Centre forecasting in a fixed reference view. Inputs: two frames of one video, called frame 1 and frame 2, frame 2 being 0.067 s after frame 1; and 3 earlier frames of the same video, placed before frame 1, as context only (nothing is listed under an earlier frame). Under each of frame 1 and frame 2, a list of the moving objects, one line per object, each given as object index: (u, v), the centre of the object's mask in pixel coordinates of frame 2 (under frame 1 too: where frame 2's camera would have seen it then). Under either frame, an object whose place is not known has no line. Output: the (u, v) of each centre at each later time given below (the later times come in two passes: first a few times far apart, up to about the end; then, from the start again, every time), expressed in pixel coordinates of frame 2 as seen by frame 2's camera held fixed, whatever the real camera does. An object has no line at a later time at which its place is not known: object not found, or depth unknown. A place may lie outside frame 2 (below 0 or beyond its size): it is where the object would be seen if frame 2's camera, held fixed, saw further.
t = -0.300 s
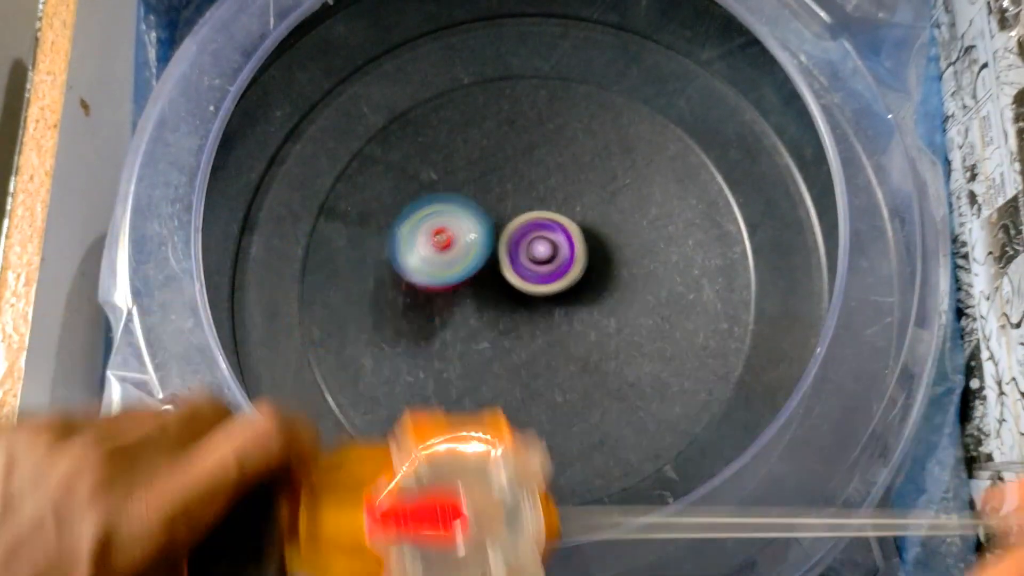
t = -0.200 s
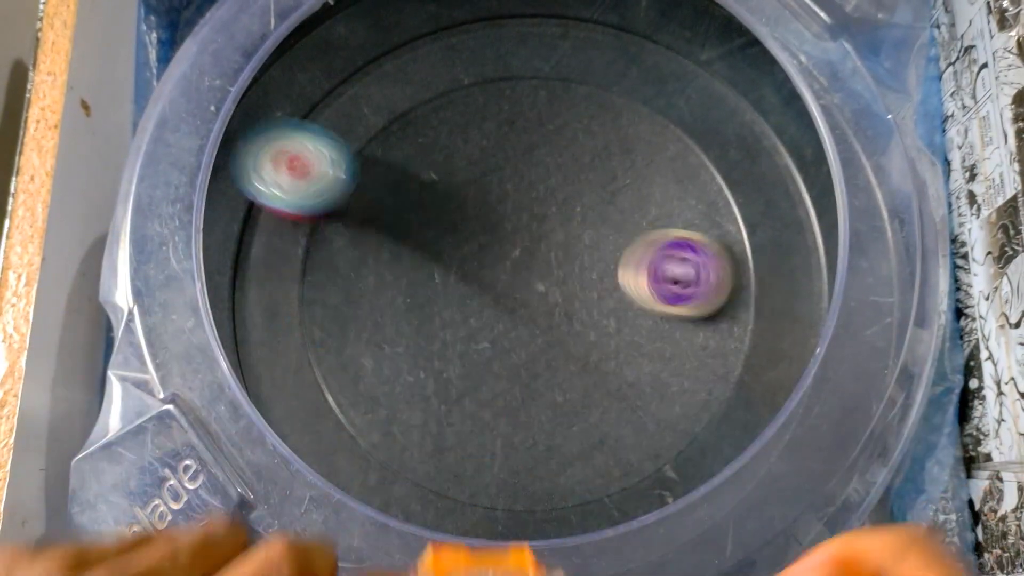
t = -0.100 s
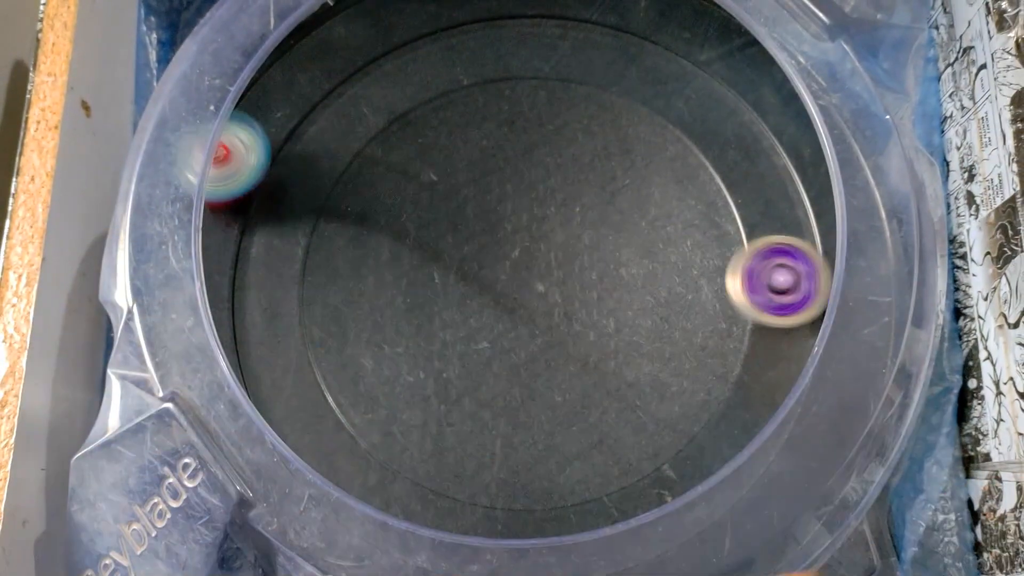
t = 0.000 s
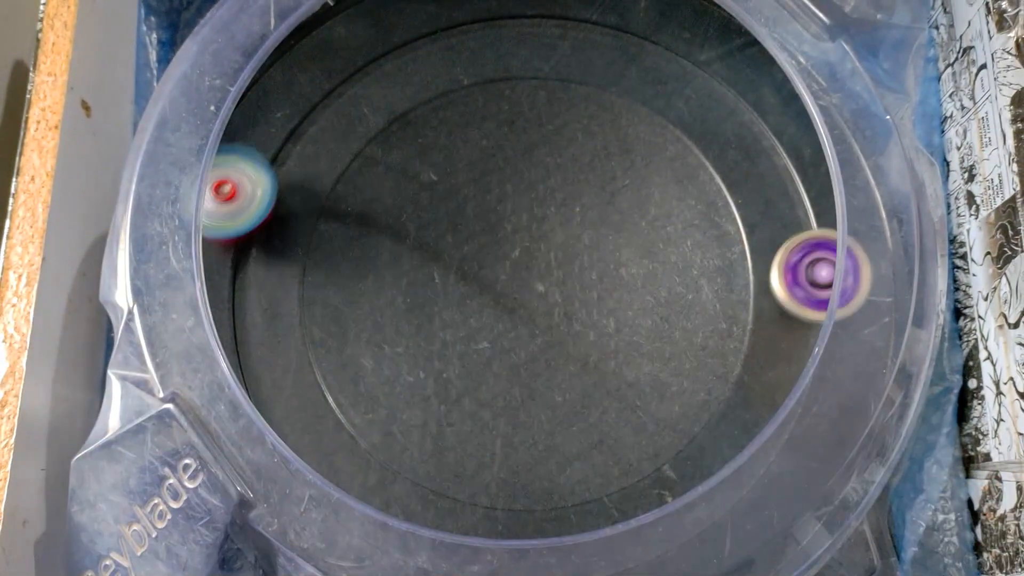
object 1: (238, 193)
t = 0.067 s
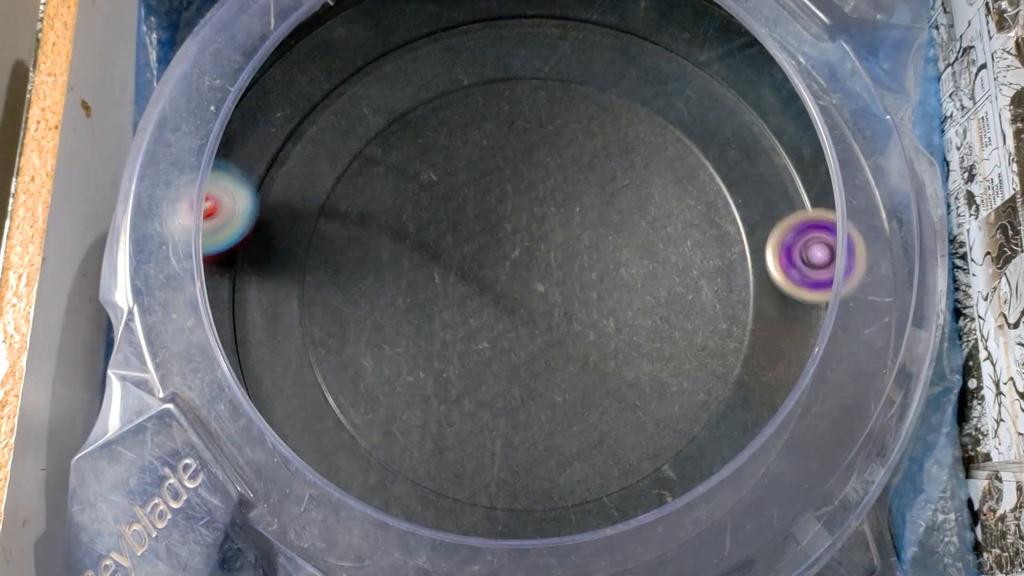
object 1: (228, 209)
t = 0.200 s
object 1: (222, 238)
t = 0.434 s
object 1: (231, 295)
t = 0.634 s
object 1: (283, 355)
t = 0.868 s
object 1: (468, 396)
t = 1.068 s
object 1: (672, 280)
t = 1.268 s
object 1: (594, 97)
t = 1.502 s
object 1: (387, 148)
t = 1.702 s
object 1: (410, 352)
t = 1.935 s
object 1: (648, 369)
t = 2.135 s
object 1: (665, 193)
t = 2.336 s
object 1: (484, 150)
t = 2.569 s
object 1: (409, 309)
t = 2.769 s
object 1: (496, 386)
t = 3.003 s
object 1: (618, 276)
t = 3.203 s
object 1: (546, 171)
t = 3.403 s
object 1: (470, 221)
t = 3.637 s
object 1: (628, 233)
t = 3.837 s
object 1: (683, 159)
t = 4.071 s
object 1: (607, 139)
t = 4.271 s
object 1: (530, 200)
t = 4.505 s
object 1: (530, 343)
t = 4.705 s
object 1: (600, 365)
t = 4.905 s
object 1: (626, 315)
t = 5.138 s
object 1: (514, 277)
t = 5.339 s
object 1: (450, 334)
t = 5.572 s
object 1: (553, 382)
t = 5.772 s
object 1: (624, 298)
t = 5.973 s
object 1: (609, 246)
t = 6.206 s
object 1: (514, 258)
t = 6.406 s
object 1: (482, 318)
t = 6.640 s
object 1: (513, 366)
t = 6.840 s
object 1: (534, 345)
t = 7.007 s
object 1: (519, 310)
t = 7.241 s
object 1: (486, 272)
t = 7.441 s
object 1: (478, 260)
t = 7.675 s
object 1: (489, 249)
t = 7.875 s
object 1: (511, 246)
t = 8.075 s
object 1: (532, 246)
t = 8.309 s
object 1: (547, 261)
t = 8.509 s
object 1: (554, 283)
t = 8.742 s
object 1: (555, 298)
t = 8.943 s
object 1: (545, 303)
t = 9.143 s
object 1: (533, 317)
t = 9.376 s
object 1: (543, 326)
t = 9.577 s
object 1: (531, 295)
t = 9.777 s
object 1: (536, 339)
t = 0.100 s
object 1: (220, 215)
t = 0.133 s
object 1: (220, 223)
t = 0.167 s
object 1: (221, 231)
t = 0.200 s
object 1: (222, 238)
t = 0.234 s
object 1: (222, 245)
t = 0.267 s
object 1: (222, 252)
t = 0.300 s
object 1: (223, 260)
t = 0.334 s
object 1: (224, 270)
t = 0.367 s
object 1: (226, 278)
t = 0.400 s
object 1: (228, 287)
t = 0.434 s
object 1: (231, 295)
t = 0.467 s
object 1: (235, 303)
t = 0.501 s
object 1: (242, 314)
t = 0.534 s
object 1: (252, 328)
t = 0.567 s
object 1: (262, 339)
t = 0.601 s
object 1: (272, 347)
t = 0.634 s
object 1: (283, 355)
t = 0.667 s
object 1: (296, 360)
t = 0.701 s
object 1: (313, 366)
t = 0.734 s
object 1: (334, 373)
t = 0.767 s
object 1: (360, 381)
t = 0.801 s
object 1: (390, 388)
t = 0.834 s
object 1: (426, 394)
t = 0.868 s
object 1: (468, 396)
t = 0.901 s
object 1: (512, 395)
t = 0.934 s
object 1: (557, 385)
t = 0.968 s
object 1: (597, 367)
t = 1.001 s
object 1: (632, 342)
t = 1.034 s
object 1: (656, 313)
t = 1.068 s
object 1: (672, 280)
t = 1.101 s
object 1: (678, 246)
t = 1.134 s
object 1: (676, 211)
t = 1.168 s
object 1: (665, 176)
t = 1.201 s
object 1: (647, 146)
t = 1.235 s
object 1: (622, 118)
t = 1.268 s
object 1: (594, 97)
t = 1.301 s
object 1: (561, 81)
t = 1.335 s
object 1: (527, 74)
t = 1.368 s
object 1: (493, 74)
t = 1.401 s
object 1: (461, 83)
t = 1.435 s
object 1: (431, 100)
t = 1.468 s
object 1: (407, 121)
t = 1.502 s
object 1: (387, 148)
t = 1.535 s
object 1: (374, 178)
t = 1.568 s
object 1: (367, 211)
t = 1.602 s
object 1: (366, 247)
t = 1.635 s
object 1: (372, 284)
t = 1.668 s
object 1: (386, 319)
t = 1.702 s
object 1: (410, 352)
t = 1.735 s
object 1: (439, 378)
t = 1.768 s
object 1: (473, 397)
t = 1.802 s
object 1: (511, 408)
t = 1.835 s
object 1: (550, 410)
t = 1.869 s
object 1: (588, 403)
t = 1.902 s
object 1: (621, 389)
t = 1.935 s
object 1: (648, 369)
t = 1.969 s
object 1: (668, 344)
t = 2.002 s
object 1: (682, 316)
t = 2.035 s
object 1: (689, 284)
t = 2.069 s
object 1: (689, 252)
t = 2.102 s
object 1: (680, 220)
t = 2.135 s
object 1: (665, 193)
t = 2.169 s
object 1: (642, 168)
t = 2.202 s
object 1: (613, 149)
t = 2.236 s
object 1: (582, 139)
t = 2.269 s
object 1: (549, 136)
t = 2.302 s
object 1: (516, 139)
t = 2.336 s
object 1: (484, 150)
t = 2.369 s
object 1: (457, 166)
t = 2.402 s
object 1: (434, 186)
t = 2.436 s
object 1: (416, 208)
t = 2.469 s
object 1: (405, 232)
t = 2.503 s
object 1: (401, 257)
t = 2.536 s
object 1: (402, 283)
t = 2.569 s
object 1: (409, 309)
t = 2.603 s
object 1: (421, 333)
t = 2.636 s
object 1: (430, 351)
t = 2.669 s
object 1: (440, 362)
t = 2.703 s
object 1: (456, 372)
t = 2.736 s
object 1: (474, 380)
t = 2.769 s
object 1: (496, 386)
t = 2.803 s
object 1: (521, 387)
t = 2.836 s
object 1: (548, 383)
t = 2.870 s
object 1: (573, 371)
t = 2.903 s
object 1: (595, 354)
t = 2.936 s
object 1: (610, 332)
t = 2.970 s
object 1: (618, 306)
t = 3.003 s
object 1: (618, 276)
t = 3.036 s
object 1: (611, 248)
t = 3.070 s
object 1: (594, 223)
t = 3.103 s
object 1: (574, 203)
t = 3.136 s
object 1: (550, 189)
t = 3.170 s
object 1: (549, 176)
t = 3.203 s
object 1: (546, 171)
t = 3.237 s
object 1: (538, 171)
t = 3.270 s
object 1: (526, 175)
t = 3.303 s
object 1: (514, 182)
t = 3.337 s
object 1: (500, 190)
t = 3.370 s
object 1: (485, 203)
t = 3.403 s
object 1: (470, 221)
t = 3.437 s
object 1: (460, 243)
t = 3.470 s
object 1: (454, 269)
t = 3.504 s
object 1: (459, 293)
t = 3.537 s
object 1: (505, 283)
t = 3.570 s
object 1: (554, 267)
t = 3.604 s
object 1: (595, 250)
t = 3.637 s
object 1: (628, 233)
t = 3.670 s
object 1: (654, 217)
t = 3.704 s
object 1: (673, 203)
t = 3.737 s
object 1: (684, 190)
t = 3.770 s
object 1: (688, 178)
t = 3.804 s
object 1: (687, 169)
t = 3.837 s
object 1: (683, 159)
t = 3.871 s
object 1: (676, 151)
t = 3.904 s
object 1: (667, 146)
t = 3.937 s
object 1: (656, 141)
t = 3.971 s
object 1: (644, 137)
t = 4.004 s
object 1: (632, 136)
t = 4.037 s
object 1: (620, 137)
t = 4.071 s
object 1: (607, 139)
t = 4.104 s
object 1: (596, 141)
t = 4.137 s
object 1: (583, 144)
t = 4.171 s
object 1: (569, 152)
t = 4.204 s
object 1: (556, 164)
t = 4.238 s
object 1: (542, 181)
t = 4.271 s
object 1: (530, 200)
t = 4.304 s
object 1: (520, 222)
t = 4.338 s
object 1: (513, 243)
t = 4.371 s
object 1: (511, 265)
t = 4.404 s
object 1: (511, 287)
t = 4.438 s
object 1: (515, 309)
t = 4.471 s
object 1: (522, 327)
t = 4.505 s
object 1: (530, 343)
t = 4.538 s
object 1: (541, 354)
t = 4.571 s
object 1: (552, 363)
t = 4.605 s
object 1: (564, 368)
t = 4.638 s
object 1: (576, 370)
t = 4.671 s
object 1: (589, 369)
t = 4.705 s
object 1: (600, 365)
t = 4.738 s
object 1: (611, 358)
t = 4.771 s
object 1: (620, 350)
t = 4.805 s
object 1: (627, 343)
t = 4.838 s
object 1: (631, 336)
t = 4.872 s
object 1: (630, 326)
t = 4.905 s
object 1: (626, 315)
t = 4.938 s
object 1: (618, 303)
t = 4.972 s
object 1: (606, 292)
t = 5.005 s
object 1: (590, 283)
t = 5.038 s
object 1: (571, 277)
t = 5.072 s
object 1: (552, 275)
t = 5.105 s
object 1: (533, 275)
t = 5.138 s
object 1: (514, 277)
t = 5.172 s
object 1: (497, 282)
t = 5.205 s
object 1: (482, 289)
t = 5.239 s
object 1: (469, 298)
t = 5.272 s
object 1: (460, 308)
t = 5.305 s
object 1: (453, 320)
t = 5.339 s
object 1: (450, 334)
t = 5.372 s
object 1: (457, 352)
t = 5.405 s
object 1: (469, 369)
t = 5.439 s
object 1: (484, 382)
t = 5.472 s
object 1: (499, 388)
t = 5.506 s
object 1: (517, 391)
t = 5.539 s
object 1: (533, 388)
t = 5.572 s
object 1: (553, 382)
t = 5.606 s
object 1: (576, 379)
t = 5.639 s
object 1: (597, 372)
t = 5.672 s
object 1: (611, 358)
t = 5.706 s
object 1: (619, 339)
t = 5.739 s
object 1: (623, 318)
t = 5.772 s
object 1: (624, 298)
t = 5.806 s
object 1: (626, 286)
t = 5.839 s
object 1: (629, 281)
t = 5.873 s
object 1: (628, 274)
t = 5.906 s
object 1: (624, 265)
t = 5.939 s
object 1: (617, 254)
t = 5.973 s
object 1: (609, 246)
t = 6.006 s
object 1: (598, 240)
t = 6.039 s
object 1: (585, 237)
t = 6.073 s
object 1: (570, 236)
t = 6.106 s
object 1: (556, 238)
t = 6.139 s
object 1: (541, 243)
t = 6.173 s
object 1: (527, 250)
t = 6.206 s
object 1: (514, 258)
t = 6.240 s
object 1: (504, 267)
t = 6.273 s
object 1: (495, 278)
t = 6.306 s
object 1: (489, 288)
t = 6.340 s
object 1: (485, 298)
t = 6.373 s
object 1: (482, 308)
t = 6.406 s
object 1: (482, 318)
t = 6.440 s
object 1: (482, 328)
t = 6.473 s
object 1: (484, 338)
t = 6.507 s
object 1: (487, 346)
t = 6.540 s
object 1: (492, 354)
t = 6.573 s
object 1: (498, 360)
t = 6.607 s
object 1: (505, 364)
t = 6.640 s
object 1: (513, 366)
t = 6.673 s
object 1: (521, 365)
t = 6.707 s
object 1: (529, 361)
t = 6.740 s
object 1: (536, 356)
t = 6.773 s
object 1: (535, 354)
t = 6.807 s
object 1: (535, 350)
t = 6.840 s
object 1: (534, 345)
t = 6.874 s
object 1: (531, 339)
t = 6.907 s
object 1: (529, 331)
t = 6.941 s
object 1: (526, 323)
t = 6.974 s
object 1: (523, 317)
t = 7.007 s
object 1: (519, 310)
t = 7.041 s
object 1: (515, 304)
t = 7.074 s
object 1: (509, 297)
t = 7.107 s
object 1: (505, 291)
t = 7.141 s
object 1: (499, 284)
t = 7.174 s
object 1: (494, 279)
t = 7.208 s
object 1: (490, 276)
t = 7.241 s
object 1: (486, 272)
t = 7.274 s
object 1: (484, 269)
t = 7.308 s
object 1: (482, 267)
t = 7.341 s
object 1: (481, 265)
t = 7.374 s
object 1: (479, 263)
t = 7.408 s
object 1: (478, 261)
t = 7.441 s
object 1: (478, 260)
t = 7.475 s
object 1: (479, 258)
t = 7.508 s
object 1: (479, 256)
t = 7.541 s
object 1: (480, 254)
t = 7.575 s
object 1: (482, 253)
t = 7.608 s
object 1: (484, 251)
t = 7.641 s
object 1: (486, 250)
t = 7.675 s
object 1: (489, 249)
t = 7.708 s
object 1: (492, 249)
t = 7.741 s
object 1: (496, 248)
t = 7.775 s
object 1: (500, 247)
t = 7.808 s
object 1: (503, 246)
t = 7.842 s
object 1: (507, 246)
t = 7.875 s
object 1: (511, 246)
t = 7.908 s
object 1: (516, 246)
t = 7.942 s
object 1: (519, 246)
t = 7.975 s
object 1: (523, 246)
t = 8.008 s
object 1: (526, 245)
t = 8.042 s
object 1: (529, 245)
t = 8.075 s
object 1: (532, 246)
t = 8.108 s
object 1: (535, 247)
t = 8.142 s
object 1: (537, 248)
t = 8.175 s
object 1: (539, 249)
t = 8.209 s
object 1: (542, 252)
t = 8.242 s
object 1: (544, 254)
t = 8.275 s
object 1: (545, 257)
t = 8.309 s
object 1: (547, 261)
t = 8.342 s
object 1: (548, 264)
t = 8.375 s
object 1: (550, 268)
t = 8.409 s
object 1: (551, 272)
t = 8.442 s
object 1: (552, 276)
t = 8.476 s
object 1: (553, 279)
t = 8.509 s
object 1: (554, 283)
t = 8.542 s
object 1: (554, 286)
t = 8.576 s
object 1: (555, 288)
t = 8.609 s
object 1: (555, 291)
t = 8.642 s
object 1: (556, 294)
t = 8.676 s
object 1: (556, 295)
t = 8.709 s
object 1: (556, 297)
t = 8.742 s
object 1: (555, 298)
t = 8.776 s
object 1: (554, 299)
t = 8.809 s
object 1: (553, 300)
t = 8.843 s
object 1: (551, 301)
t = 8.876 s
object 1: (550, 301)
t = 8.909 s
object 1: (547, 302)
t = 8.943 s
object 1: (545, 303)
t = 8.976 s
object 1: (543, 305)
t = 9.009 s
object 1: (540, 306)
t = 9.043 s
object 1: (537, 308)
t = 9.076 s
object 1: (534, 309)
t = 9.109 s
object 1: (531, 310)
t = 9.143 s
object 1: (533, 317)
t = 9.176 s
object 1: (537, 323)
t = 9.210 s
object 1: (539, 326)
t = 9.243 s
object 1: (540, 327)
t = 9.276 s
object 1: (540, 327)
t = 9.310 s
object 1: (541, 326)
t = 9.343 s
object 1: (542, 326)
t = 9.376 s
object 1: (543, 326)
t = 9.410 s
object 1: (544, 325)
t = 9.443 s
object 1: (544, 322)
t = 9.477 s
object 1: (542, 317)
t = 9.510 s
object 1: (540, 310)
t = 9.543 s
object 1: (536, 302)
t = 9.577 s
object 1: (531, 295)
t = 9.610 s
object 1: (526, 288)
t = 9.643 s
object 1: (522, 286)
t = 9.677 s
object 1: (527, 307)
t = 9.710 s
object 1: (530, 326)
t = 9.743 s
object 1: (532, 336)
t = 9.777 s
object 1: (536, 339)
